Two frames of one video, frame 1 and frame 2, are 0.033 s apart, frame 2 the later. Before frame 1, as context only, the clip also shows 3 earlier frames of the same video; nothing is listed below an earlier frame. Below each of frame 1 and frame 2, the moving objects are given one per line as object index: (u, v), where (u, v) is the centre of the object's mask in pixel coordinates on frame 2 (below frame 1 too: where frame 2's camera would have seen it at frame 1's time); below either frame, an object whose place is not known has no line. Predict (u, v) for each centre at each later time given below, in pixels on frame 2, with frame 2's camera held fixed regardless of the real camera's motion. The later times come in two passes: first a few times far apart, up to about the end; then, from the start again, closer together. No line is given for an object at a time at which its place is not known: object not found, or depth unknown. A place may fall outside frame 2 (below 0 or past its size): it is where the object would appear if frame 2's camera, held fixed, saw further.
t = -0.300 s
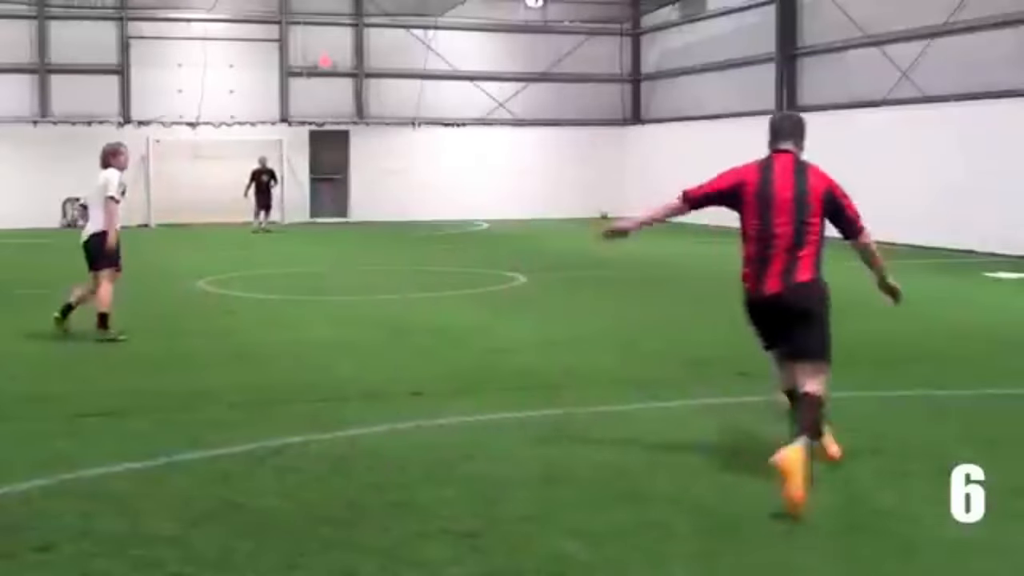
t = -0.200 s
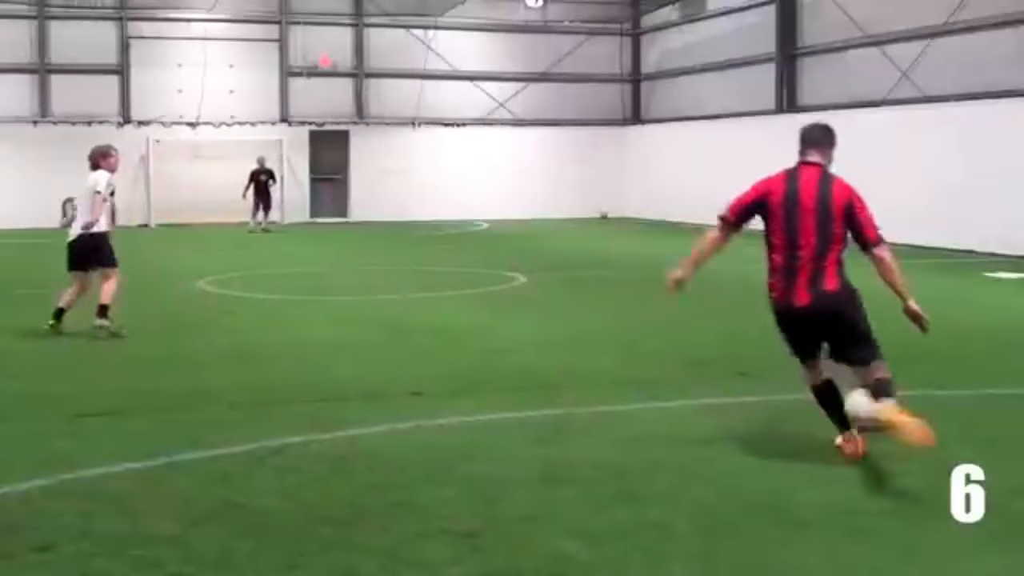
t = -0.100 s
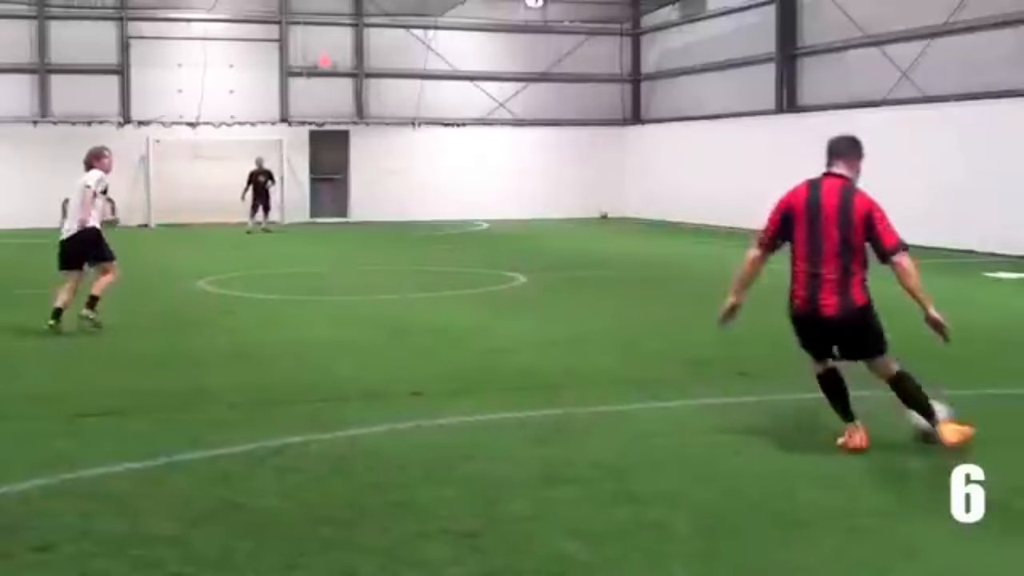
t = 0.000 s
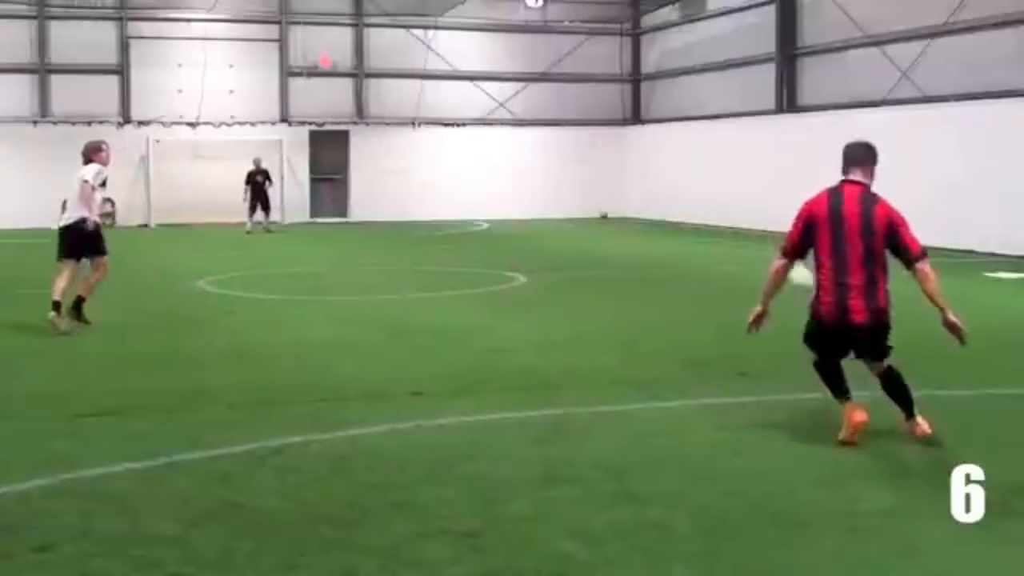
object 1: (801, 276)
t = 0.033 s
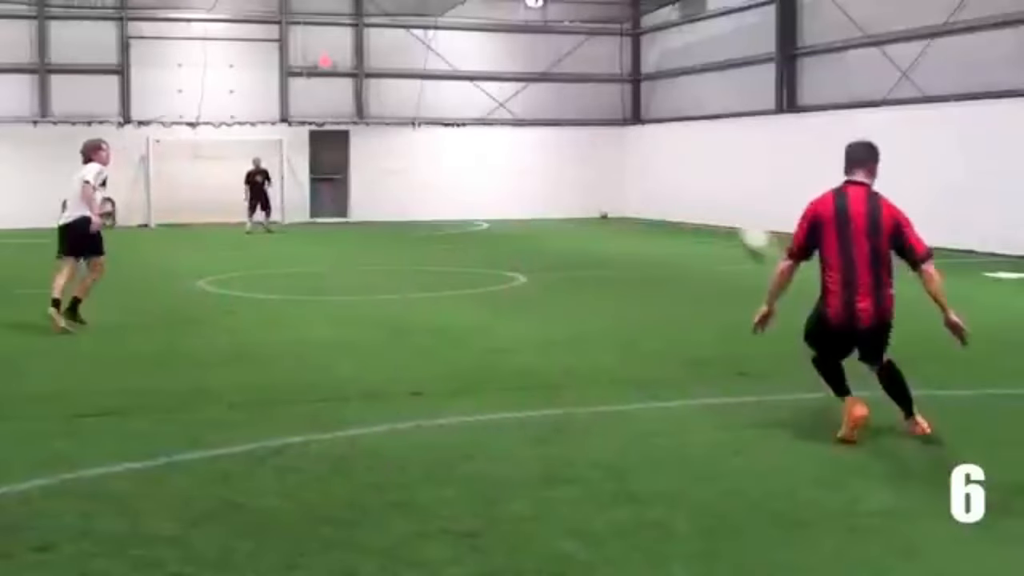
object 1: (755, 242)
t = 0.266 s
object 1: (553, 82)
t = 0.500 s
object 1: (438, 29)
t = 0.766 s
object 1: (353, 29)
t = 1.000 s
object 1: (300, 60)
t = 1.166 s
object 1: (269, 96)
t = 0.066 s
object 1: (717, 213)
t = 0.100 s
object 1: (683, 182)
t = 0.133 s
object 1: (652, 156)
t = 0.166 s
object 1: (624, 131)
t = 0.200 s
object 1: (602, 112)
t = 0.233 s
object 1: (575, 96)
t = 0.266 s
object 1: (553, 82)
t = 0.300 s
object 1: (533, 66)
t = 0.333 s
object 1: (515, 60)
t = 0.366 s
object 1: (498, 54)
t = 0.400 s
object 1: (481, 47)
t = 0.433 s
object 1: (465, 38)
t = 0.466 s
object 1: (451, 33)
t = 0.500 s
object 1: (438, 29)
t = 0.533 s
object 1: (426, 27)
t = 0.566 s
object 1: (413, 25)
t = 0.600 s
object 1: (402, 24)
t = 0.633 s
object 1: (391, 24)
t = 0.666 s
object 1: (381, 25)
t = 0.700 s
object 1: (372, 25)
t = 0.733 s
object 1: (360, 24)
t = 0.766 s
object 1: (353, 29)
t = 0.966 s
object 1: (306, 55)
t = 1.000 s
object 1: (300, 60)
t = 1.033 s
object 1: (293, 65)
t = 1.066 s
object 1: (287, 71)
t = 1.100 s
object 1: (280, 78)
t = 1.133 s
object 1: (274, 87)
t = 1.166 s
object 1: (269, 96)
